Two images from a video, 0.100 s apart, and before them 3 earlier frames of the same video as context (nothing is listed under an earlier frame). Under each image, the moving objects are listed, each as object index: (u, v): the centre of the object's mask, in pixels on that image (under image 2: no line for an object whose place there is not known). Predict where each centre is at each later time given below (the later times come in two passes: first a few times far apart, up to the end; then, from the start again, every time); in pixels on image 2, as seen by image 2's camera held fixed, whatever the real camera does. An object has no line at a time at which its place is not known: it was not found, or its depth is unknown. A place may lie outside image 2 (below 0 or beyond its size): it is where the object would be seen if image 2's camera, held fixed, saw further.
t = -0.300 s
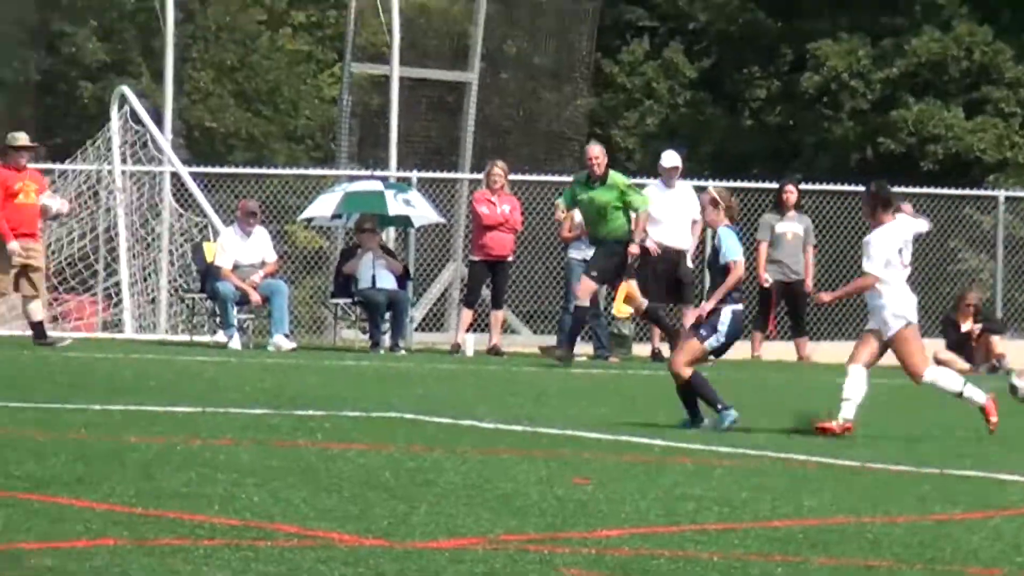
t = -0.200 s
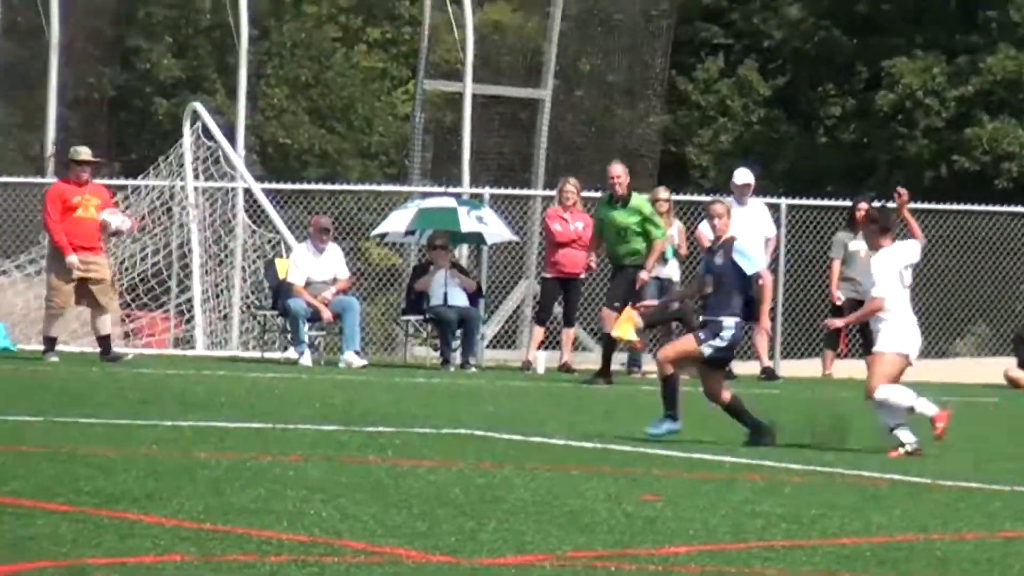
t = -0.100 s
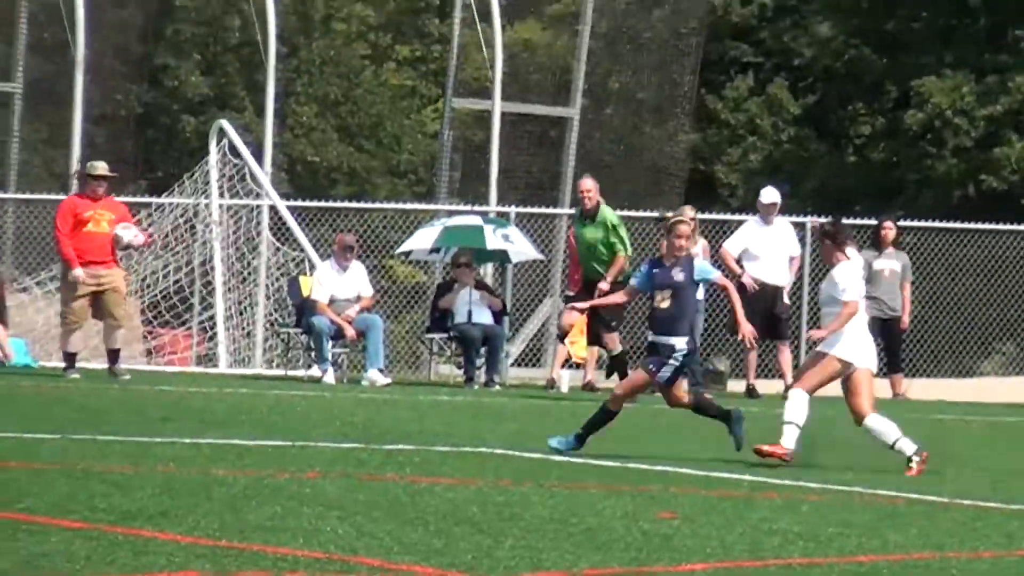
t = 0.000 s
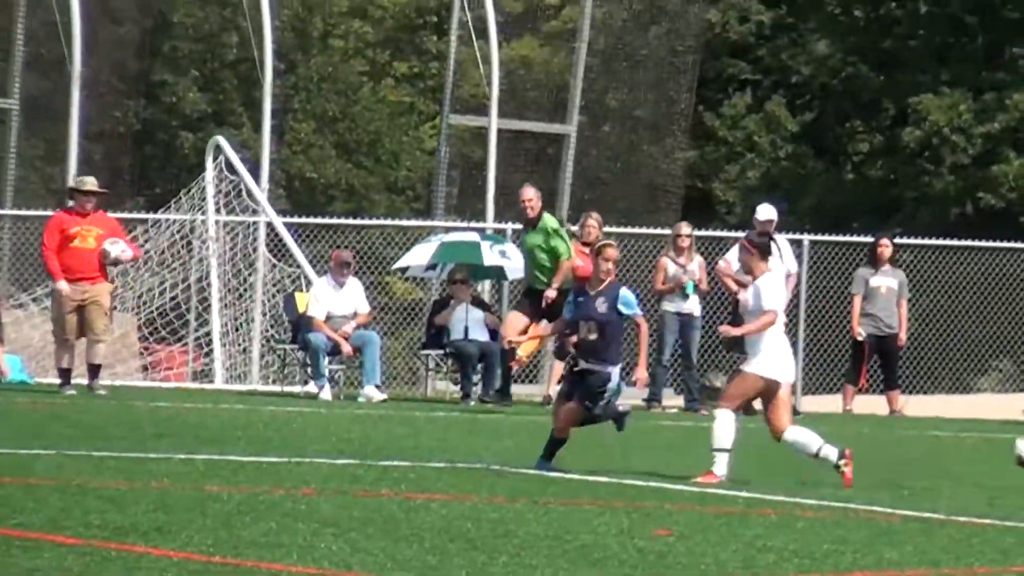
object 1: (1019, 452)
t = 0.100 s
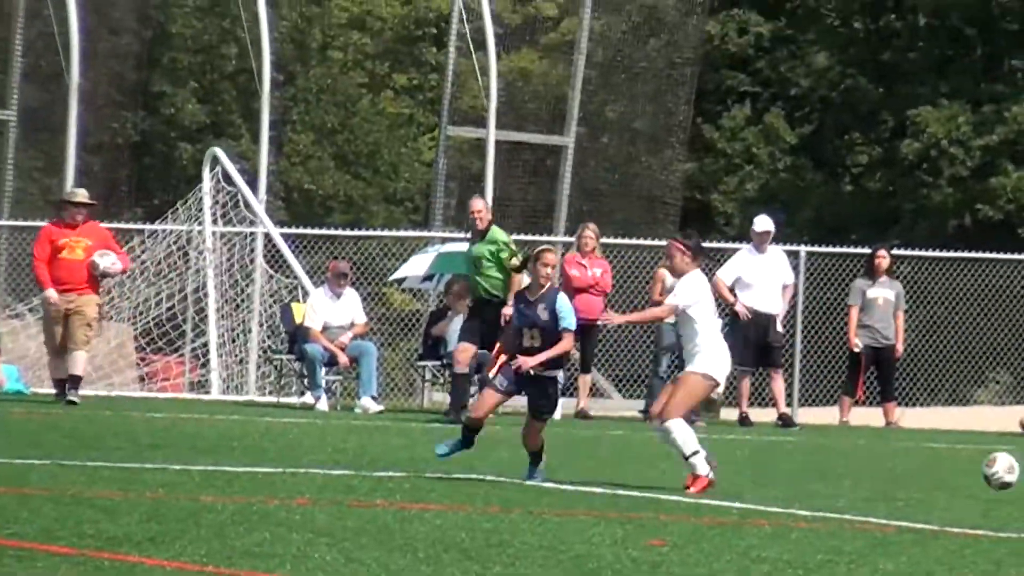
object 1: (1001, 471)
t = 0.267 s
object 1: (959, 478)
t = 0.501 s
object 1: (899, 481)
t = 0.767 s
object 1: (836, 477)
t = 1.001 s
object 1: (787, 475)
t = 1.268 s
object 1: (737, 472)
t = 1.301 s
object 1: (731, 472)
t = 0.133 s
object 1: (993, 478)
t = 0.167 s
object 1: (983, 485)
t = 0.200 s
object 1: (975, 483)
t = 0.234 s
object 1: (967, 479)
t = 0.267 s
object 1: (959, 478)
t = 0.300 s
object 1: (949, 478)
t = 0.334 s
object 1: (941, 480)
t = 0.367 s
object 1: (931, 482)
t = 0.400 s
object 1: (925, 481)
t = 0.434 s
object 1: (916, 481)
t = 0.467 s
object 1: (908, 481)
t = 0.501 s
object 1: (899, 481)
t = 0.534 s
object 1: (891, 480)
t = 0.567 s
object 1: (883, 480)
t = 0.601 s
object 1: (875, 479)
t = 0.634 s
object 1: (867, 479)
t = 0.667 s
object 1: (859, 477)
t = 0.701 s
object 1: (852, 478)
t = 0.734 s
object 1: (844, 477)
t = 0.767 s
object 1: (836, 477)
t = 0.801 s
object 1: (829, 477)
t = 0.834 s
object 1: (822, 476)
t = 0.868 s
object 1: (813, 477)
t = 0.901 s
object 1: (807, 476)
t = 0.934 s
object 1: (800, 475)
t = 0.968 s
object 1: (792, 475)
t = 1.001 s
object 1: (787, 475)
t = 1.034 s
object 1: (780, 474)
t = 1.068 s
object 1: (773, 474)
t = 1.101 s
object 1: (766, 474)
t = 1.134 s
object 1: (761, 474)
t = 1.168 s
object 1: (754, 473)
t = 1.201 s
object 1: (748, 472)
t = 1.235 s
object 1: (742, 472)
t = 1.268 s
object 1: (737, 472)
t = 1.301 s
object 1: (731, 472)
